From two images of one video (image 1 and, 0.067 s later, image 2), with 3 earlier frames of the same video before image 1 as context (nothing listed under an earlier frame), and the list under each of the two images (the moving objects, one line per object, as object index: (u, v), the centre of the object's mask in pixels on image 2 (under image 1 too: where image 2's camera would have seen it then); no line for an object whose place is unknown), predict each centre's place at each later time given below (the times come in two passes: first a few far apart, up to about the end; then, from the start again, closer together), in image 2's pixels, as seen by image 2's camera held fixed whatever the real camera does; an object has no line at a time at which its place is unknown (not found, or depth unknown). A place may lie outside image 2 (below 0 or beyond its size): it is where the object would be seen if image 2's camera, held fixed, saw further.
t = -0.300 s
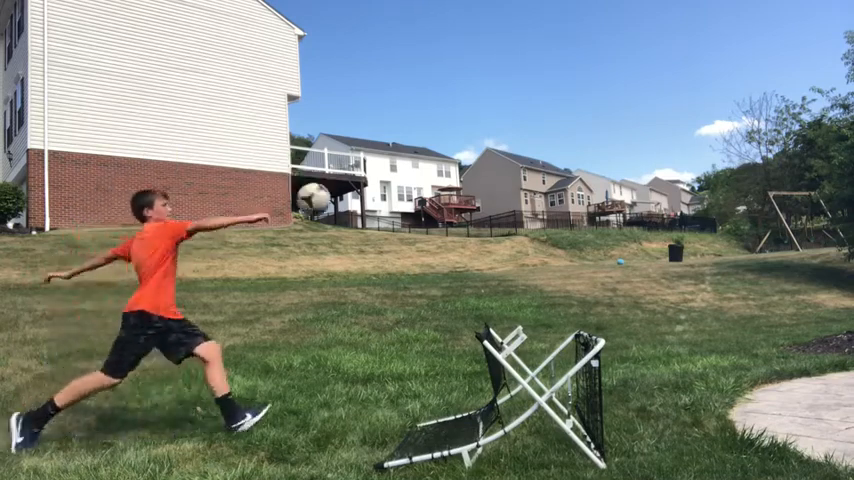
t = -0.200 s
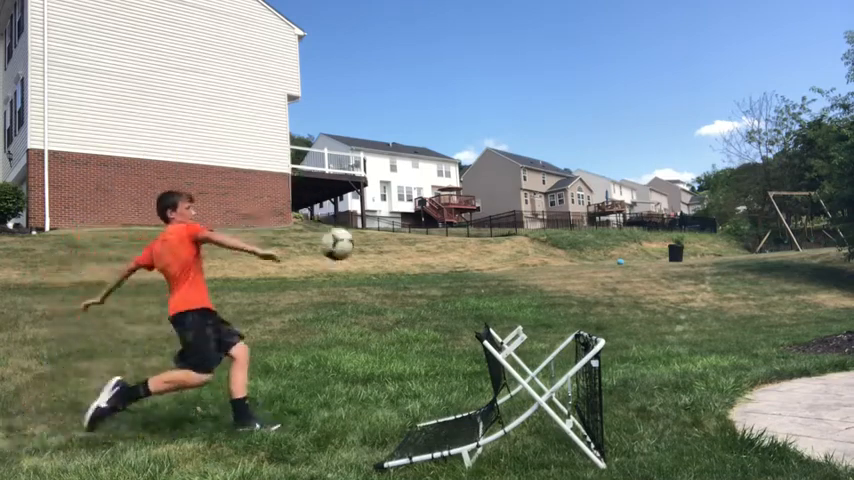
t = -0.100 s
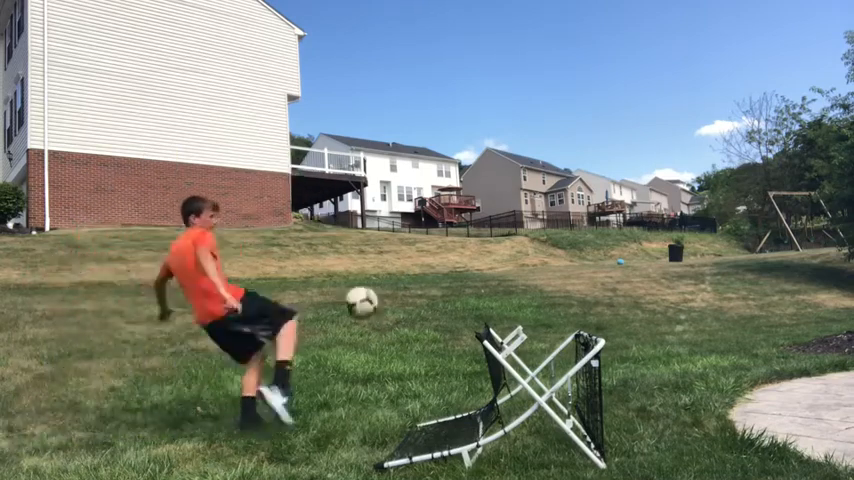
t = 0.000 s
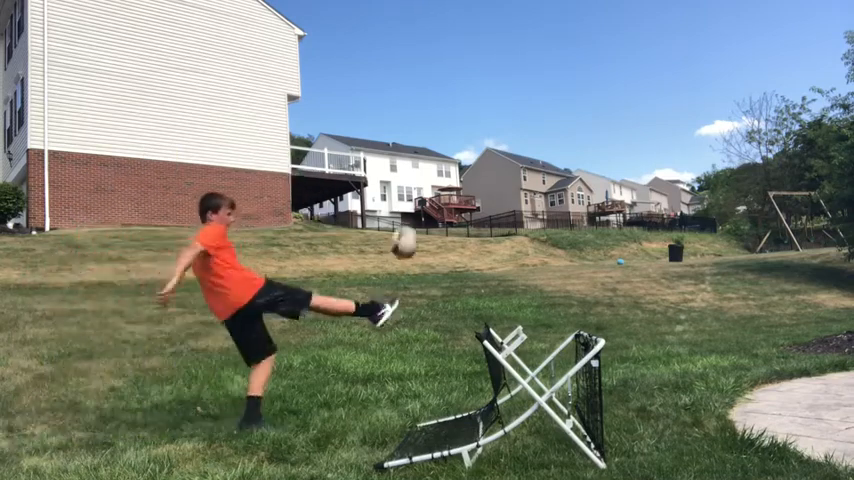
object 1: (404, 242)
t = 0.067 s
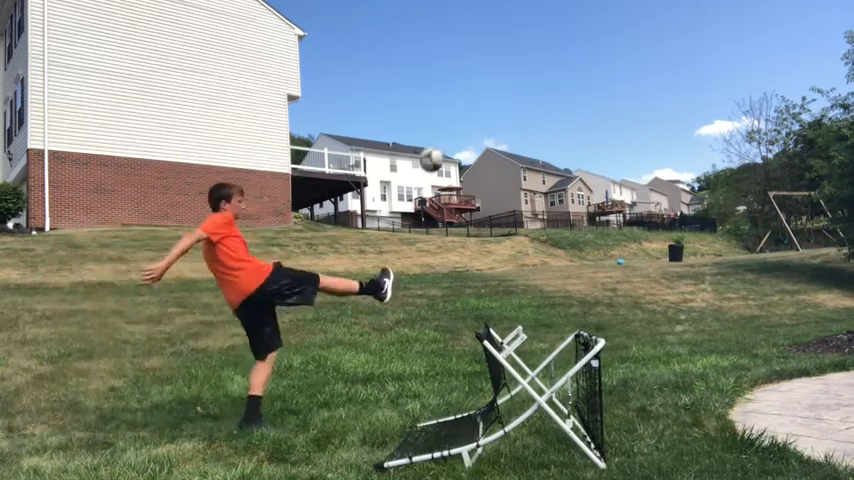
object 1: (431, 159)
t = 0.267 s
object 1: (473, 47)
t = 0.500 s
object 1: (496, 14)
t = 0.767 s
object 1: (509, 25)
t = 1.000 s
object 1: (517, 53)
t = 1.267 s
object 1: (524, 97)
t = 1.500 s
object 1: (528, 144)
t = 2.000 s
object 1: (535, 250)
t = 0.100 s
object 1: (441, 130)
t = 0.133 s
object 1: (450, 106)
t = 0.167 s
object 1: (457, 87)
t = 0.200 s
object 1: (462, 71)
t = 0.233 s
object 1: (468, 58)
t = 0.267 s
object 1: (473, 47)
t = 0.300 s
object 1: (477, 39)
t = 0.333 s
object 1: (481, 32)
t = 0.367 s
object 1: (485, 26)
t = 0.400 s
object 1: (488, 22)
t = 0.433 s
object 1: (491, 18)
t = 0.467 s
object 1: (493, 16)
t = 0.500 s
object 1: (496, 14)
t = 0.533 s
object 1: (498, 14)
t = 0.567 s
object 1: (500, 14)
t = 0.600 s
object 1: (502, 15)
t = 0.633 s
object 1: (504, 16)
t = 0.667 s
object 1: (506, 17)
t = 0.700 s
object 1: (507, 20)
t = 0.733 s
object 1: (508, 22)
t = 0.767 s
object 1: (509, 25)
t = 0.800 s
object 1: (511, 29)
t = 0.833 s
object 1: (512, 32)
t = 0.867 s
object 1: (514, 36)
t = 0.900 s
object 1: (515, 40)
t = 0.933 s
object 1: (515, 44)
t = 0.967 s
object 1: (517, 48)
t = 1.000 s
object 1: (517, 53)
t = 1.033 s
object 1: (518, 58)
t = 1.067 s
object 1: (519, 63)
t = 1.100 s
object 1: (520, 68)
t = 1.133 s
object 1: (521, 74)
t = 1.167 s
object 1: (522, 79)
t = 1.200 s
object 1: (522, 85)
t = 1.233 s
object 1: (523, 91)
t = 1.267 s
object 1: (524, 97)
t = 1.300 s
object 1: (524, 103)
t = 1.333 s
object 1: (524, 109)
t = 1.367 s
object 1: (526, 116)
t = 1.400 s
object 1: (527, 122)
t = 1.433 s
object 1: (527, 129)
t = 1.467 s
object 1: (528, 136)
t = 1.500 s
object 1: (528, 144)
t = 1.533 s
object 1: (528, 150)
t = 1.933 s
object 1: (535, 235)
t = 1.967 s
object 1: (534, 242)
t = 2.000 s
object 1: (535, 250)
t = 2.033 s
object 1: (536, 247)
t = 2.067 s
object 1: (536, 241)
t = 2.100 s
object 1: (536, 235)
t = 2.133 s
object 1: (538, 230)
